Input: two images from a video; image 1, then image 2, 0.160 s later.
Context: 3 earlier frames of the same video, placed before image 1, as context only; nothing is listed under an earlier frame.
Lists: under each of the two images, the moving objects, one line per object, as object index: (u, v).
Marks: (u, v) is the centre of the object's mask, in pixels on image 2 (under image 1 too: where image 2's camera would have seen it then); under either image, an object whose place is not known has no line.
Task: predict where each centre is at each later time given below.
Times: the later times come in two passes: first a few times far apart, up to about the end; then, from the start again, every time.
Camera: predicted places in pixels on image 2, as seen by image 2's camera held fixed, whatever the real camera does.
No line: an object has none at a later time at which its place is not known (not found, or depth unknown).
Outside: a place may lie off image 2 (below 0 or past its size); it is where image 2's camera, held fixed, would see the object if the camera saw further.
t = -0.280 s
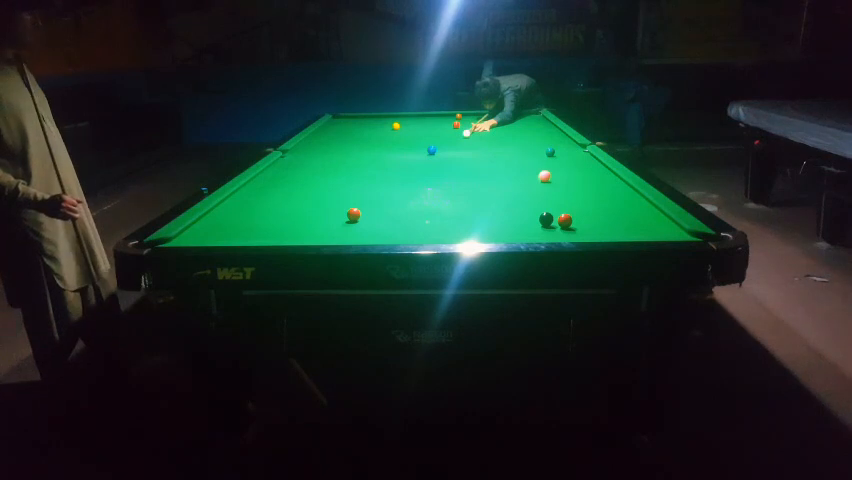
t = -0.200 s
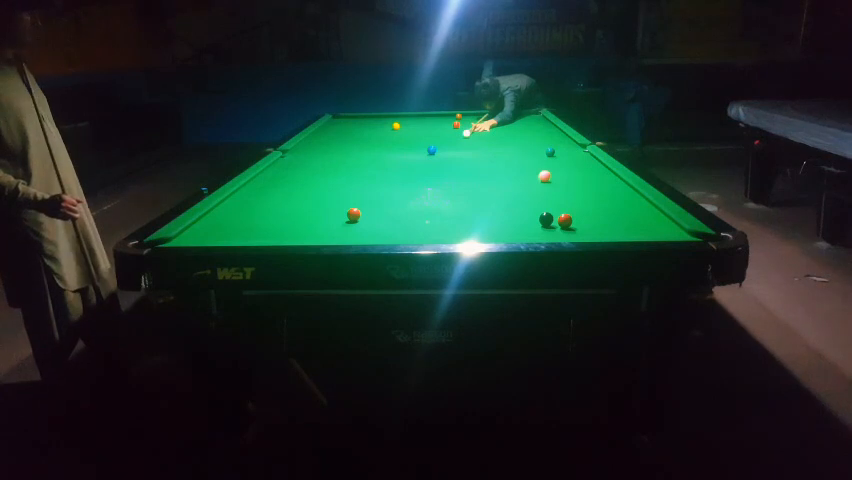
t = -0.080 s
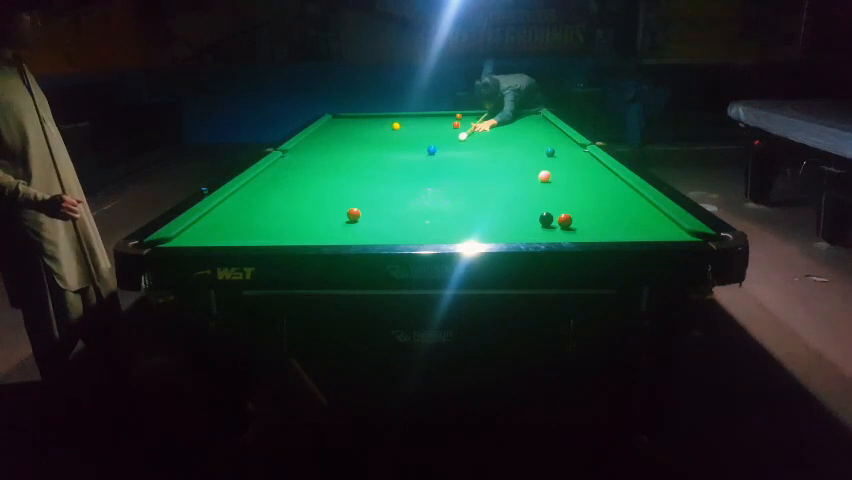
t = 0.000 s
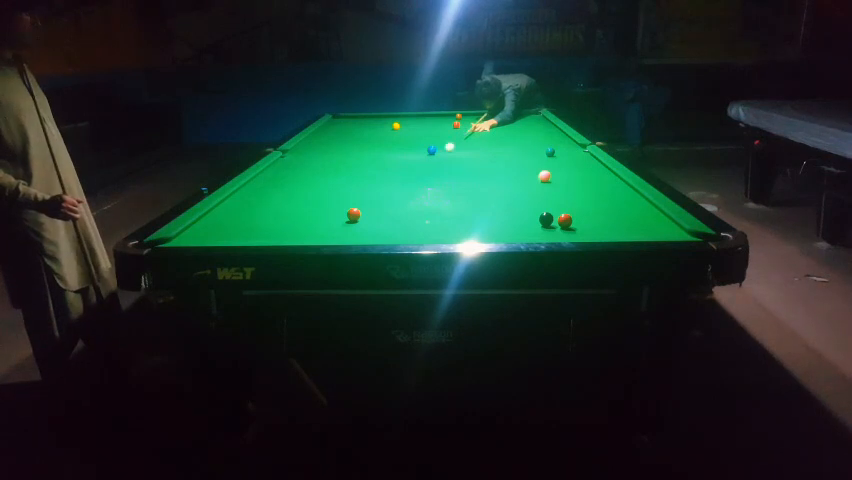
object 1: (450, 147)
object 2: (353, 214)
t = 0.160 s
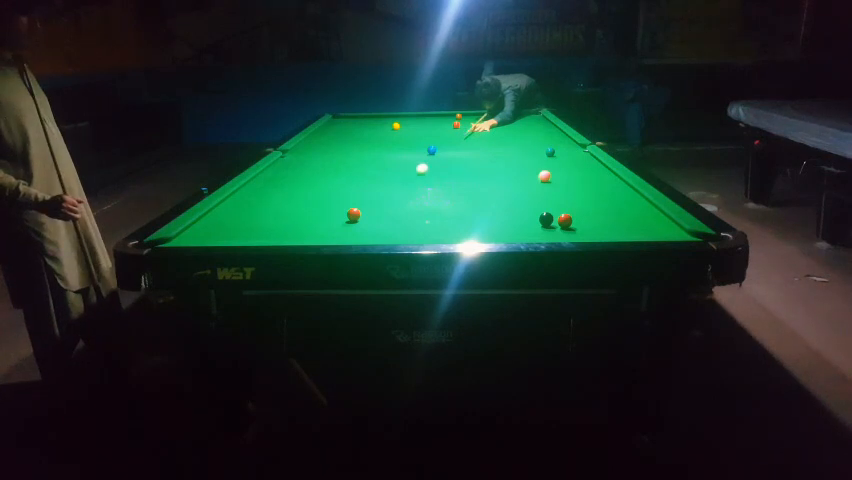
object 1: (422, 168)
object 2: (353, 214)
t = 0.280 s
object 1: (391, 192)
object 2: (353, 214)
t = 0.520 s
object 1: (390, 230)
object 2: (288, 223)
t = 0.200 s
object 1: (413, 175)
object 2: (353, 214)
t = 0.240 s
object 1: (403, 183)
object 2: (353, 214)
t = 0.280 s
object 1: (391, 192)
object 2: (353, 214)
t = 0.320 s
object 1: (379, 202)
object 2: (353, 214)
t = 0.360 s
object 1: (367, 213)
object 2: (351, 214)
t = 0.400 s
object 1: (374, 223)
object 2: (331, 217)
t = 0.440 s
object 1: (378, 232)
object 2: (315, 219)
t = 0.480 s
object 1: (384, 233)
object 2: (299, 222)
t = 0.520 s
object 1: (390, 230)
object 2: (288, 223)
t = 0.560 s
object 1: (397, 223)
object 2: (271, 226)
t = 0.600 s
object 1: (404, 215)
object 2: (254, 228)
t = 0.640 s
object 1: (410, 209)
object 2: (237, 230)
